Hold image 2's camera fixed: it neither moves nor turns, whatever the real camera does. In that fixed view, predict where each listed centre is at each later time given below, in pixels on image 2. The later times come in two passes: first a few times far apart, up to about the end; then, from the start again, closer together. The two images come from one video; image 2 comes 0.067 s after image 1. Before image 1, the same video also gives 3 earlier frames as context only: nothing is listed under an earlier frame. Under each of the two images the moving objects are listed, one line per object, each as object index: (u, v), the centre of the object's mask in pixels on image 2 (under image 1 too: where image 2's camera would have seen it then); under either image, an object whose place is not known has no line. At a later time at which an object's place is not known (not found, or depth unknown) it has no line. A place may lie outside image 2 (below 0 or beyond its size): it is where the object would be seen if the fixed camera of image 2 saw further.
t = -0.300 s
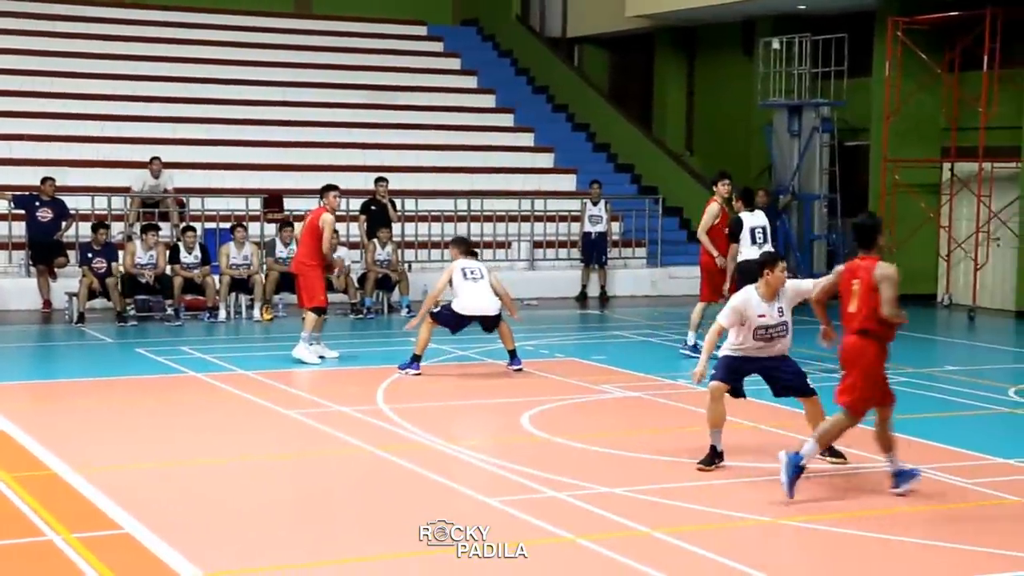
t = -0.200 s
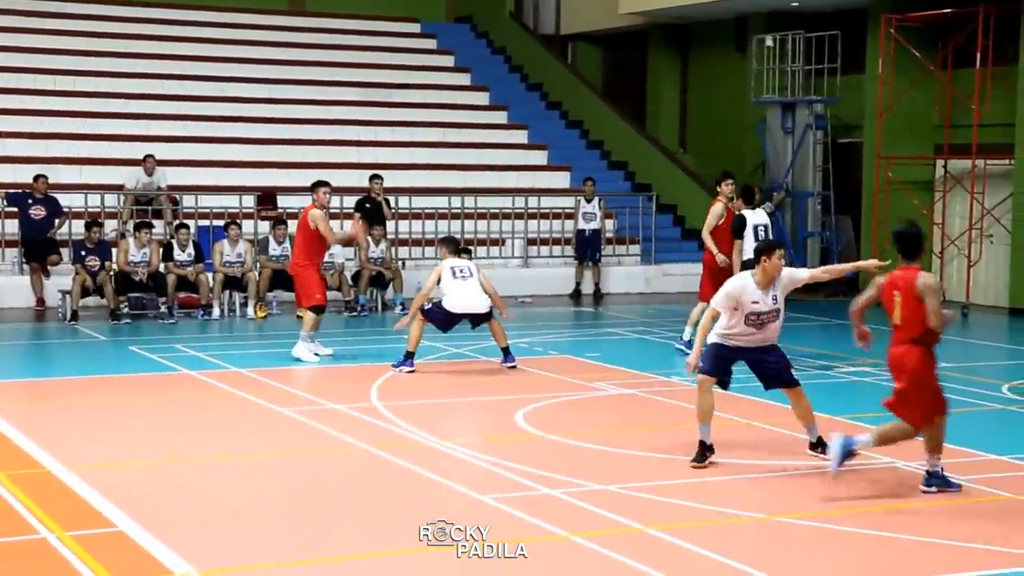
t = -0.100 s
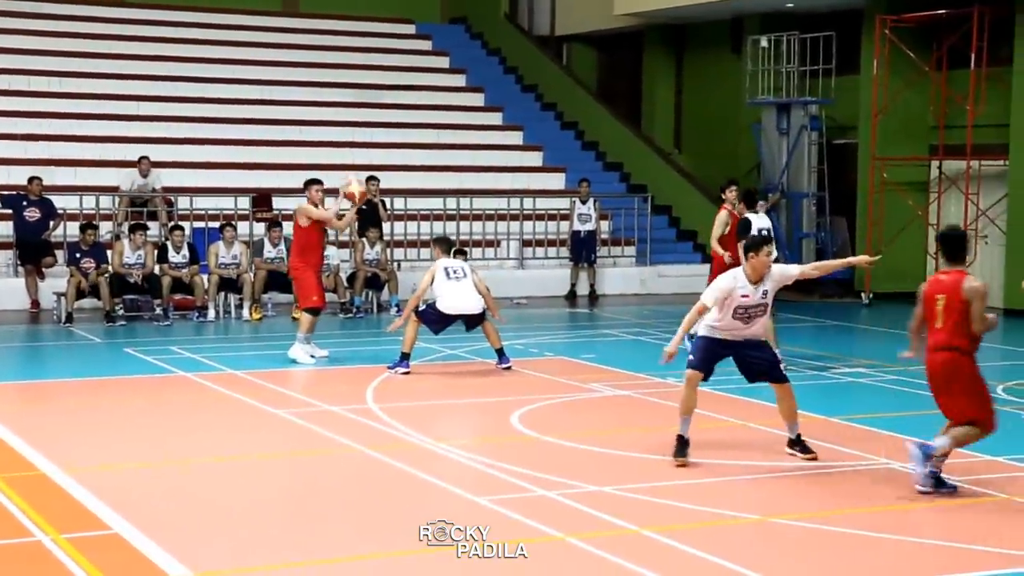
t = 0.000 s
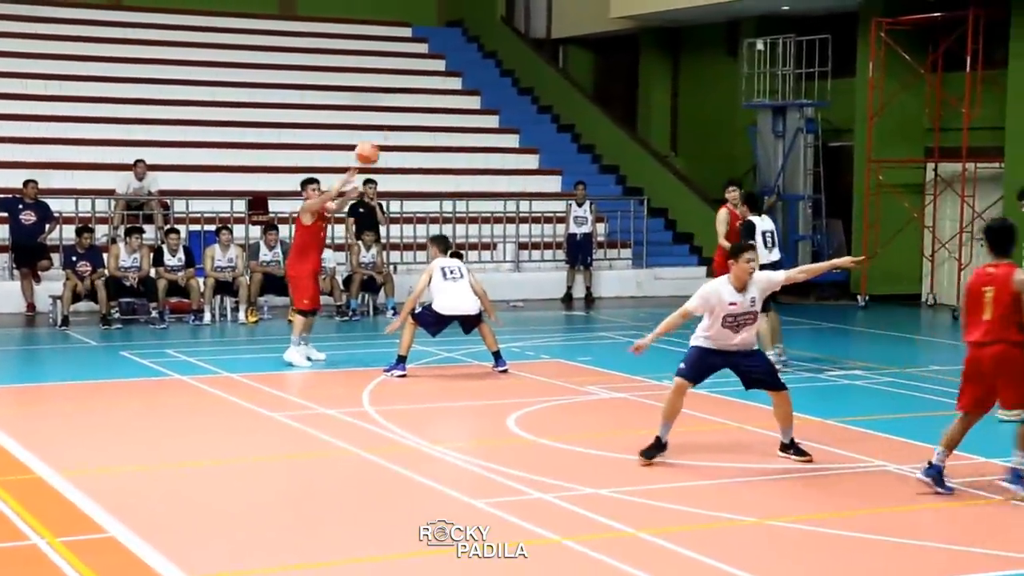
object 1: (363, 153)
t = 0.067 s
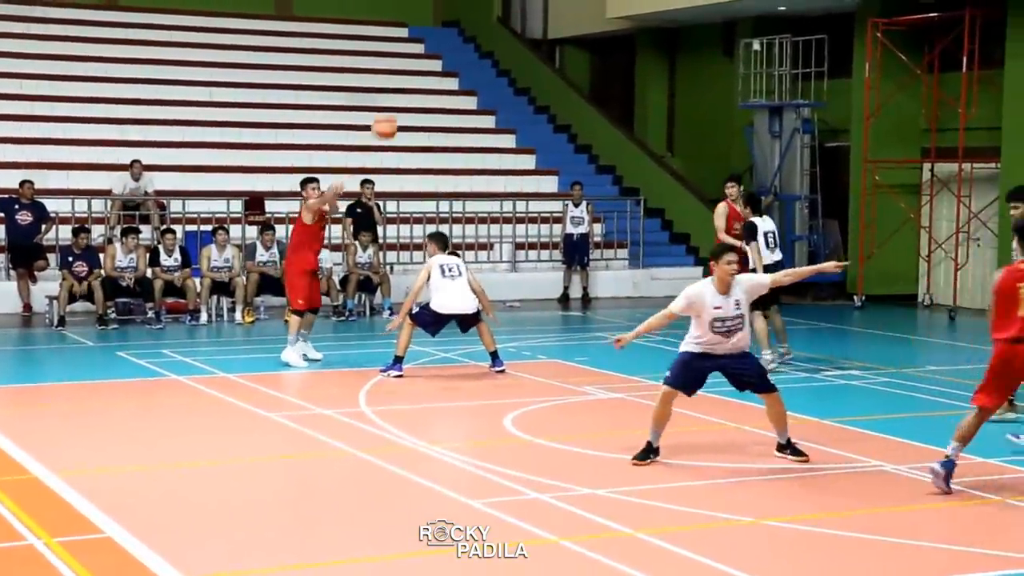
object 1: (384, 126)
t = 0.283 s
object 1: (464, 55)
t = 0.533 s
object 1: (579, 23)
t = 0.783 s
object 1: (737, 71)
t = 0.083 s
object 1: (391, 120)
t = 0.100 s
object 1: (397, 115)
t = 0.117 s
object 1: (402, 106)
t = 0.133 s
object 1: (407, 101)
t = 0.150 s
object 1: (414, 95)
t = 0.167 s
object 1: (418, 90)
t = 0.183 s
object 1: (425, 84)
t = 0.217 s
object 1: (438, 73)
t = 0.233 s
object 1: (445, 68)
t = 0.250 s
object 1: (451, 64)
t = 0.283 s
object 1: (464, 55)
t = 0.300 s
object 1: (470, 51)
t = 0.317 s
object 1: (477, 48)
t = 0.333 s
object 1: (485, 44)
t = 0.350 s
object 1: (492, 41)
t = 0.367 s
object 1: (498, 38)
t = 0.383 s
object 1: (506, 35)
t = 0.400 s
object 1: (514, 33)
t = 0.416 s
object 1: (521, 30)
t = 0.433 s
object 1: (529, 28)
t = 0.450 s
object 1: (537, 26)
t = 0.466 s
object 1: (545, 24)
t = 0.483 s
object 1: (553, 23)
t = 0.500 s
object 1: (562, 23)
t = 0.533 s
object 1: (579, 23)
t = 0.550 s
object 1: (589, 24)
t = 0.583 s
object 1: (607, 26)
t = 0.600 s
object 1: (617, 28)
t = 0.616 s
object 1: (627, 30)
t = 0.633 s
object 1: (636, 32)
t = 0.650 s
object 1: (647, 35)
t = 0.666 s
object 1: (657, 37)
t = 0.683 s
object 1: (668, 41)
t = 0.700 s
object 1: (679, 45)
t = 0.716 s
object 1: (690, 48)
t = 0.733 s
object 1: (701, 53)
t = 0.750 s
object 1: (712, 59)
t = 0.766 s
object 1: (724, 65)
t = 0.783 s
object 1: (737, 71)
